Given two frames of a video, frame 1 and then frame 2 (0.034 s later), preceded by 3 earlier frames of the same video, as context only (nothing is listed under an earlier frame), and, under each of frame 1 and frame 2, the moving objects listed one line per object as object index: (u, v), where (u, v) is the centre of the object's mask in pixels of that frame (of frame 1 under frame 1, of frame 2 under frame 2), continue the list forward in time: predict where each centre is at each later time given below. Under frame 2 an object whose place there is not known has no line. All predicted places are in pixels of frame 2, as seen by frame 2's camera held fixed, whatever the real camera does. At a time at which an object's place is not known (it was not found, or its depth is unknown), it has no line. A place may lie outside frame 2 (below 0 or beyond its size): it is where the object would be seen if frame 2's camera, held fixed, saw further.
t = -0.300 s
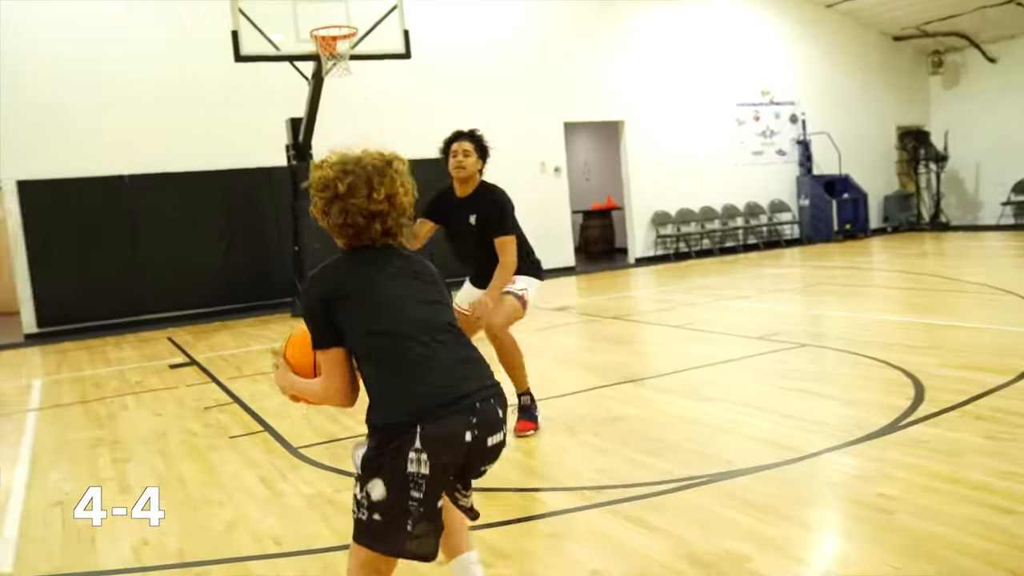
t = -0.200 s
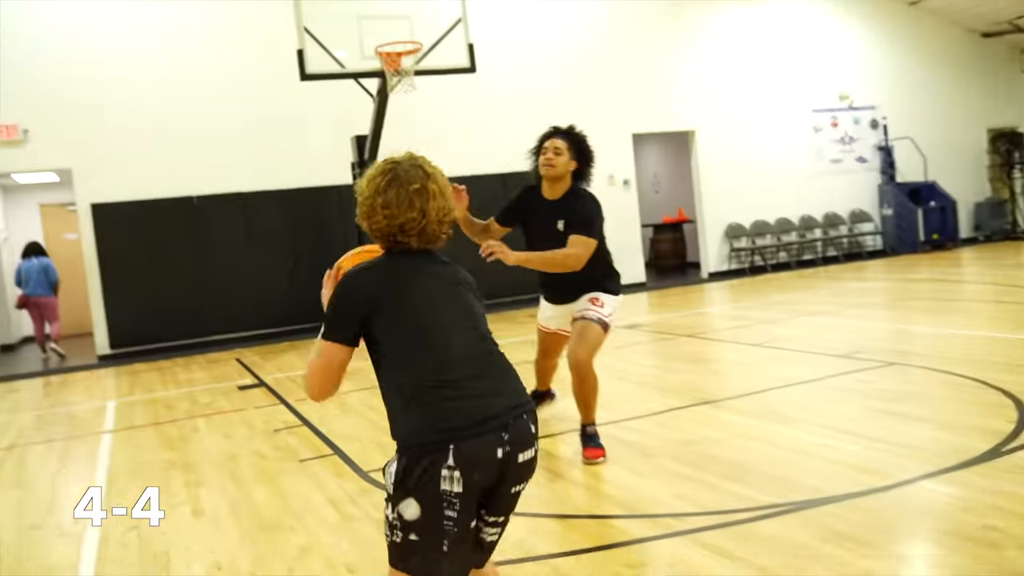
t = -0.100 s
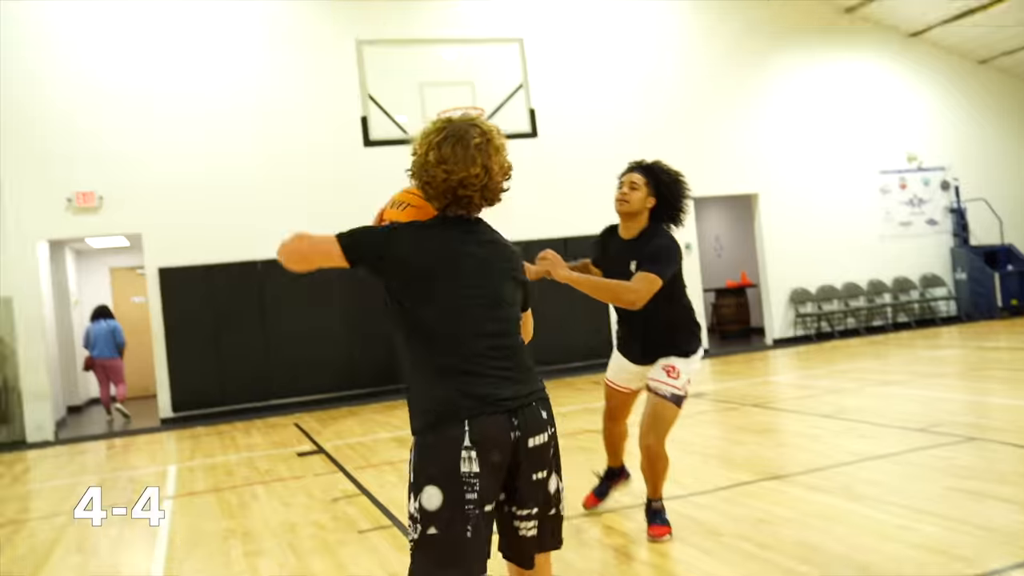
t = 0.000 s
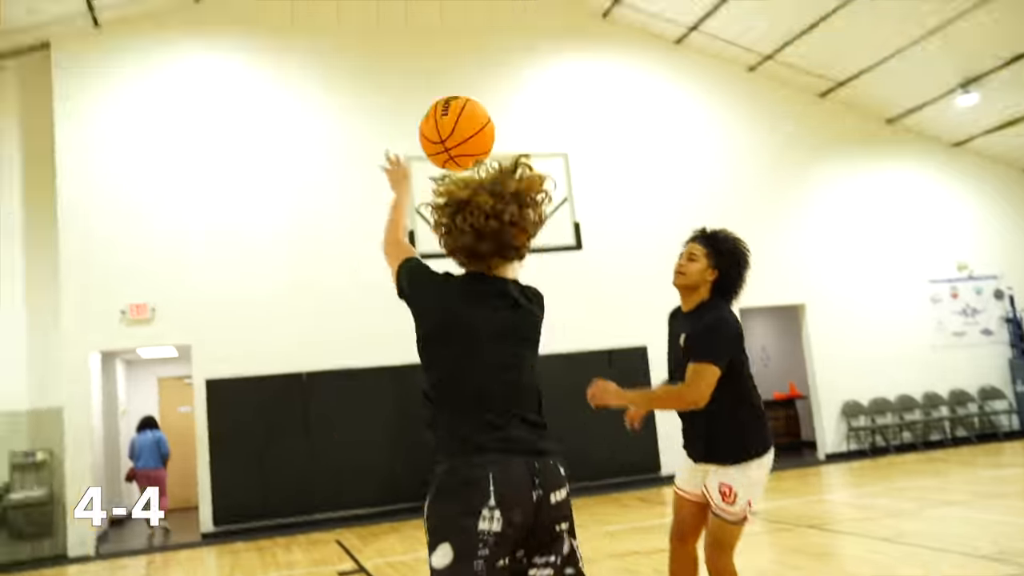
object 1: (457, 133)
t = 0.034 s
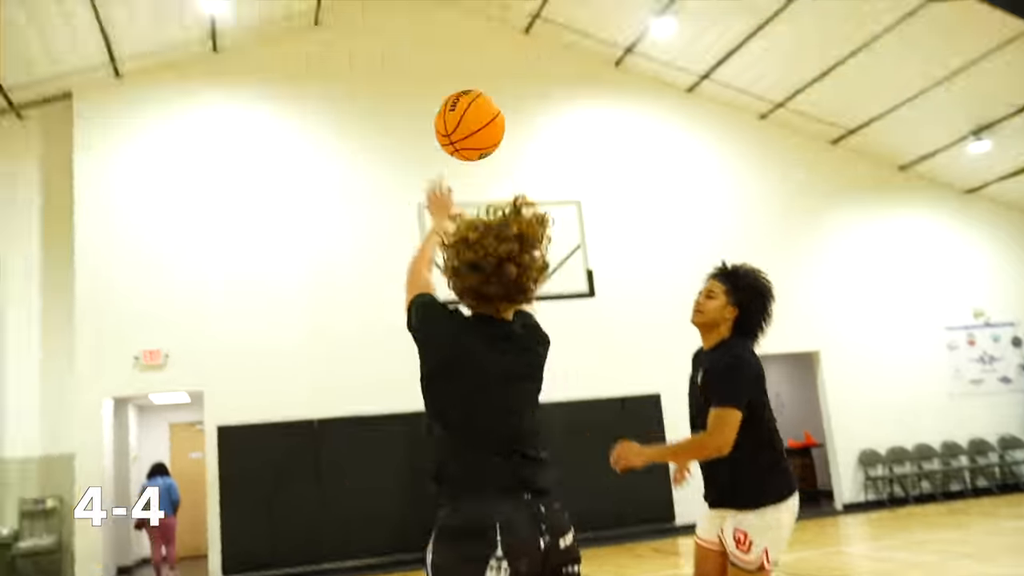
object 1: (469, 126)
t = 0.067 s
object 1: (470, 79)
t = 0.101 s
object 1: (469, 42)
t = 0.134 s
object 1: (468, 11)
